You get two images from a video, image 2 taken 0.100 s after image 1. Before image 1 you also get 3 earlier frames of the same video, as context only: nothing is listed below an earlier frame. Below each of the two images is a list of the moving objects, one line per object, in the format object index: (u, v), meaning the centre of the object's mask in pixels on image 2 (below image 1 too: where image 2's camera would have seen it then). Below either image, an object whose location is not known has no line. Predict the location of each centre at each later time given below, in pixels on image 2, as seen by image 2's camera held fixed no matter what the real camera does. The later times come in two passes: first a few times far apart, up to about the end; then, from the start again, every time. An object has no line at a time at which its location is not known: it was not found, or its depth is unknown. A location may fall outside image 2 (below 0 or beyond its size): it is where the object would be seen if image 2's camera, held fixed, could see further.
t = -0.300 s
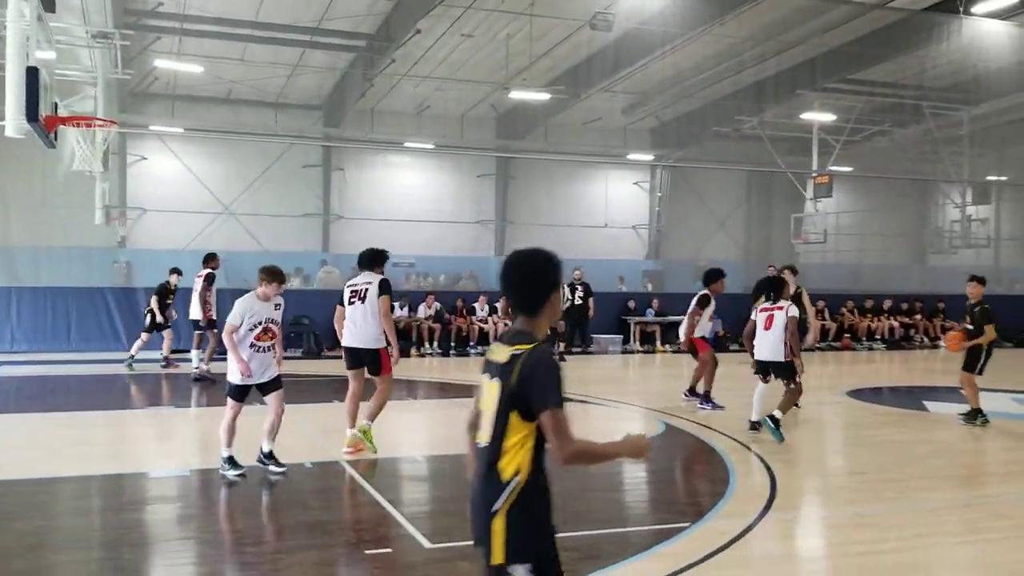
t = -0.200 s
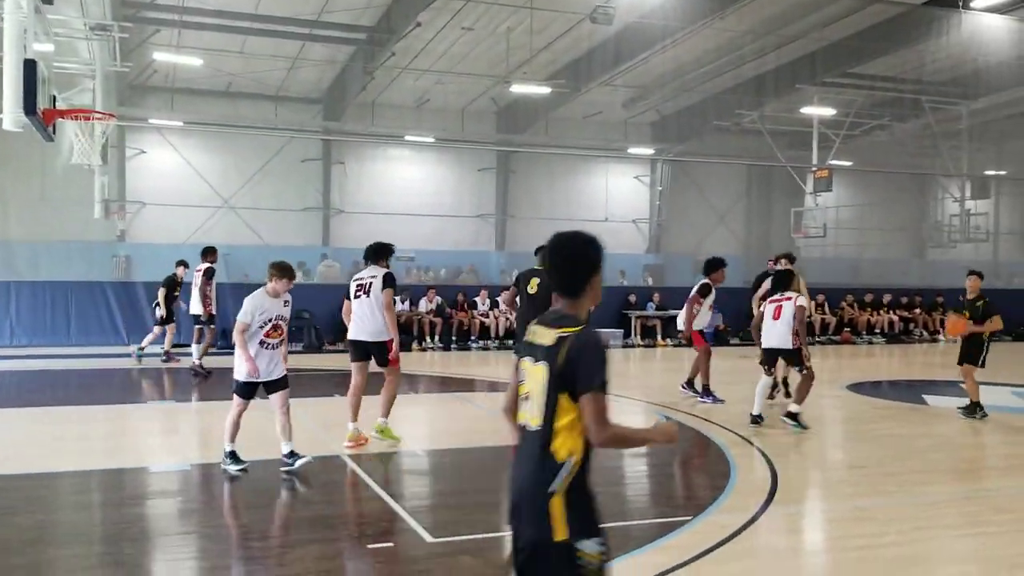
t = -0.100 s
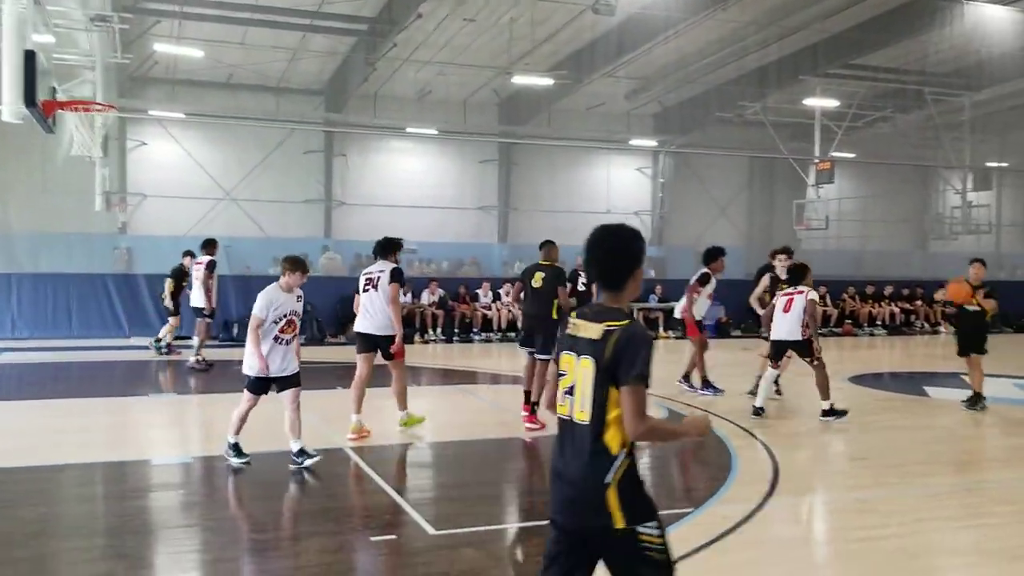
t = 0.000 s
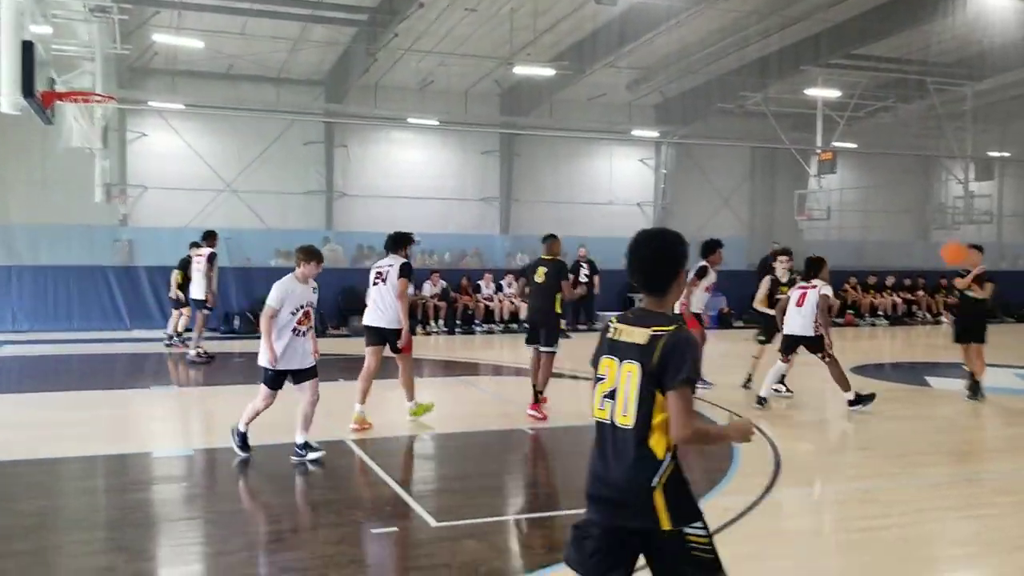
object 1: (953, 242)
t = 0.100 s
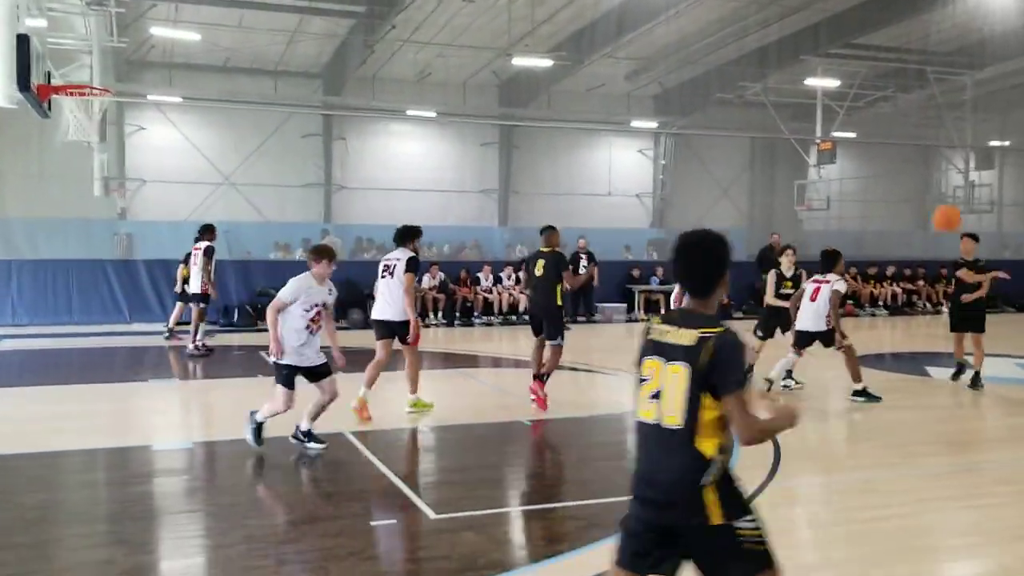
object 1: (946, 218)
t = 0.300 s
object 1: (923, 187)
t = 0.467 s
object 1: (894, 192)
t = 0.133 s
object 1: (943, 211)
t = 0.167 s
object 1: (939, 205)
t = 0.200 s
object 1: (935, 200)
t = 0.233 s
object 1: (931, 194)
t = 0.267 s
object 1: (927, 190)
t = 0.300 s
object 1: (923, 187)
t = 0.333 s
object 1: (919, 185)
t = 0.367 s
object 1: (914, 185)
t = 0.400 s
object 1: (908, 186)
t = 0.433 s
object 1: (901, 188)
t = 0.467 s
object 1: (894, 192)
